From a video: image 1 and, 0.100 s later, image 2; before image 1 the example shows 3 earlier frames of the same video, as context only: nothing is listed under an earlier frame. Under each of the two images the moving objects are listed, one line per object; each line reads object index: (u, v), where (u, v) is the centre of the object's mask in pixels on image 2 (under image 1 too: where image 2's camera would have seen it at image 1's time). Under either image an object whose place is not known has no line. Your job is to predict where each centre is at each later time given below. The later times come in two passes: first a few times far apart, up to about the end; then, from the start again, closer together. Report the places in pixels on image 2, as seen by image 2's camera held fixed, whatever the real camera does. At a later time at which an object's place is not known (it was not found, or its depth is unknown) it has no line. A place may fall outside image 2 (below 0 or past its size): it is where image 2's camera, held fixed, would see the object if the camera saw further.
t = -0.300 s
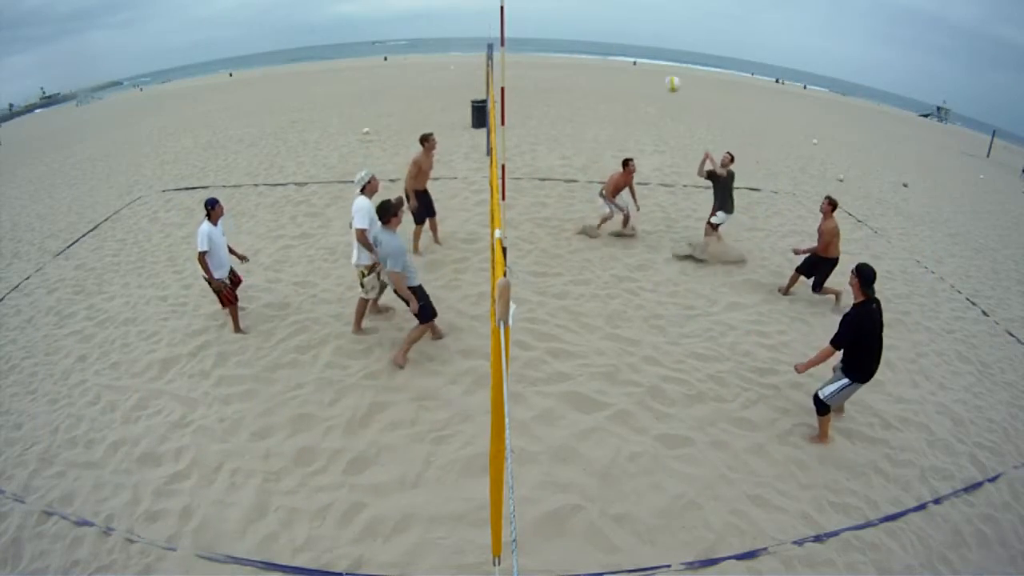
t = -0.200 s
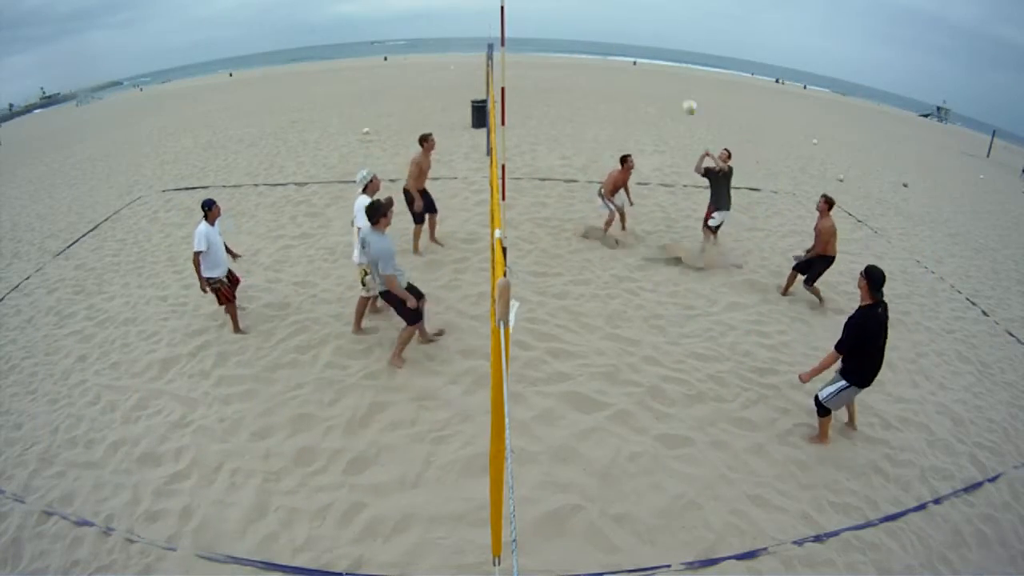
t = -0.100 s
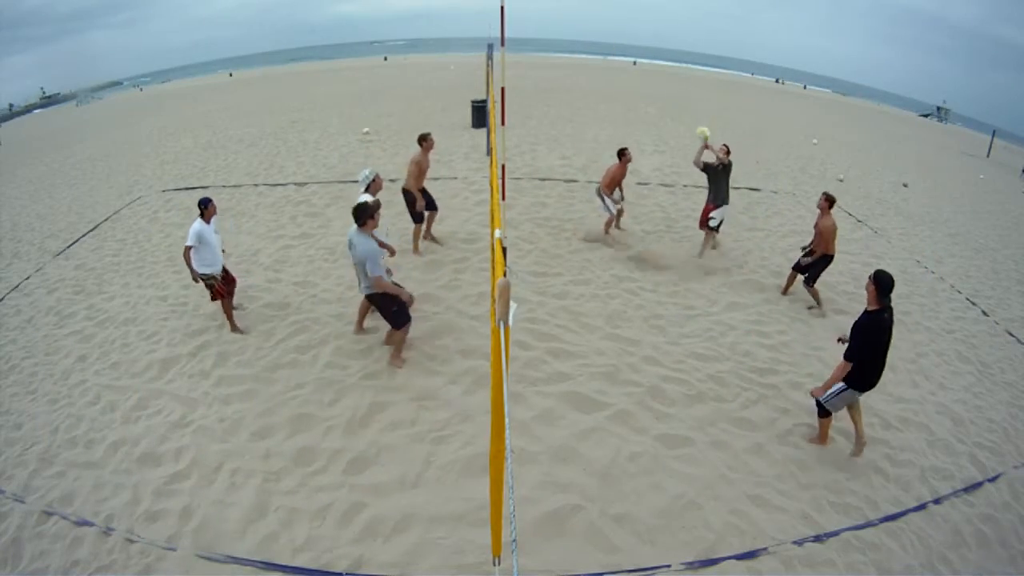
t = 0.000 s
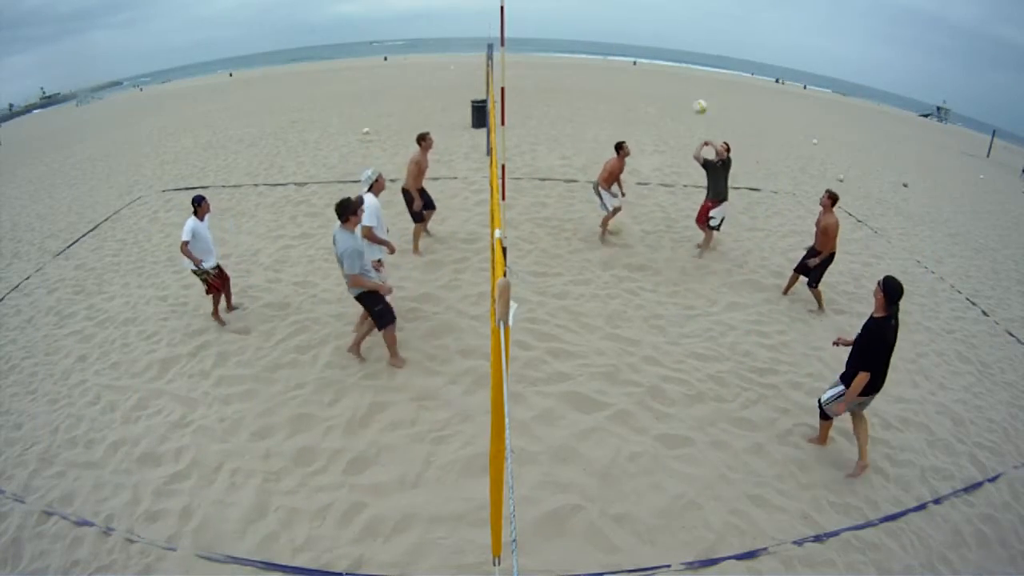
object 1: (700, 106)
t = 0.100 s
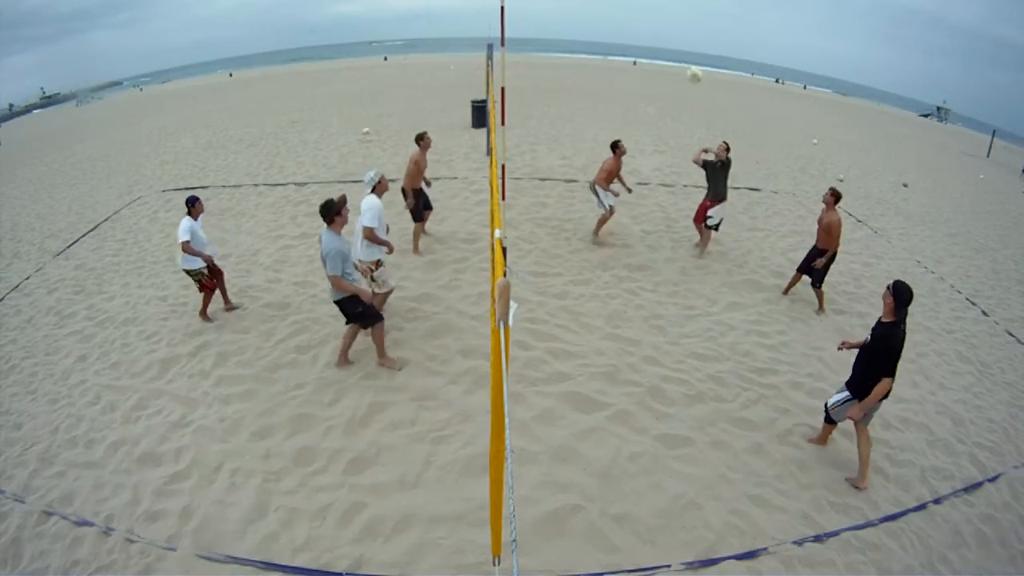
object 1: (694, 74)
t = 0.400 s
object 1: (667, 12)
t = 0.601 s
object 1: (642, 6)
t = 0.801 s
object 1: (615, 33)
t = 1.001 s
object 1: (582, 105)
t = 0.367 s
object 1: (670, 16)
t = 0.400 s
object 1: (667, 12)
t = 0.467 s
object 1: (659, 7)
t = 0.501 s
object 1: (655, 6)
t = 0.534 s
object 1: (651, 6)
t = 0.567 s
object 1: (647, 5)
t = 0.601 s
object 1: (642, 6)
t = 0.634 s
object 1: (638, 7)
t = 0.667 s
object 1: (634, 10)
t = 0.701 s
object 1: (629, 15)
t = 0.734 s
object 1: (624, 21)
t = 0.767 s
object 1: (619, 27)
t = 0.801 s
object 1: (615, 33)
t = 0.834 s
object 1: (609, 41)
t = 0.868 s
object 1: (604, 52)
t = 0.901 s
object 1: (598, 63)
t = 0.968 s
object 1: (586, 90)
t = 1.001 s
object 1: (582, 105)
